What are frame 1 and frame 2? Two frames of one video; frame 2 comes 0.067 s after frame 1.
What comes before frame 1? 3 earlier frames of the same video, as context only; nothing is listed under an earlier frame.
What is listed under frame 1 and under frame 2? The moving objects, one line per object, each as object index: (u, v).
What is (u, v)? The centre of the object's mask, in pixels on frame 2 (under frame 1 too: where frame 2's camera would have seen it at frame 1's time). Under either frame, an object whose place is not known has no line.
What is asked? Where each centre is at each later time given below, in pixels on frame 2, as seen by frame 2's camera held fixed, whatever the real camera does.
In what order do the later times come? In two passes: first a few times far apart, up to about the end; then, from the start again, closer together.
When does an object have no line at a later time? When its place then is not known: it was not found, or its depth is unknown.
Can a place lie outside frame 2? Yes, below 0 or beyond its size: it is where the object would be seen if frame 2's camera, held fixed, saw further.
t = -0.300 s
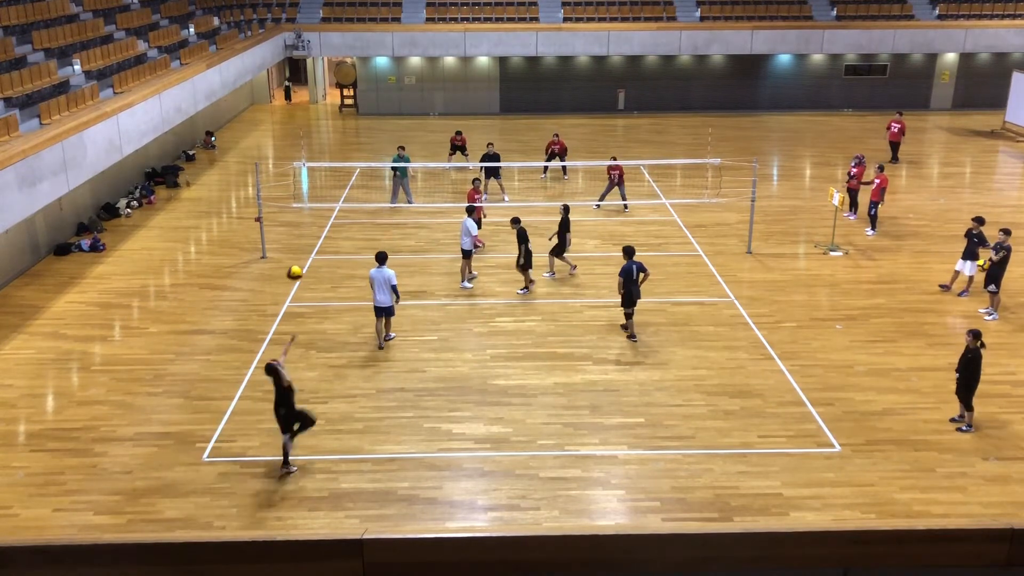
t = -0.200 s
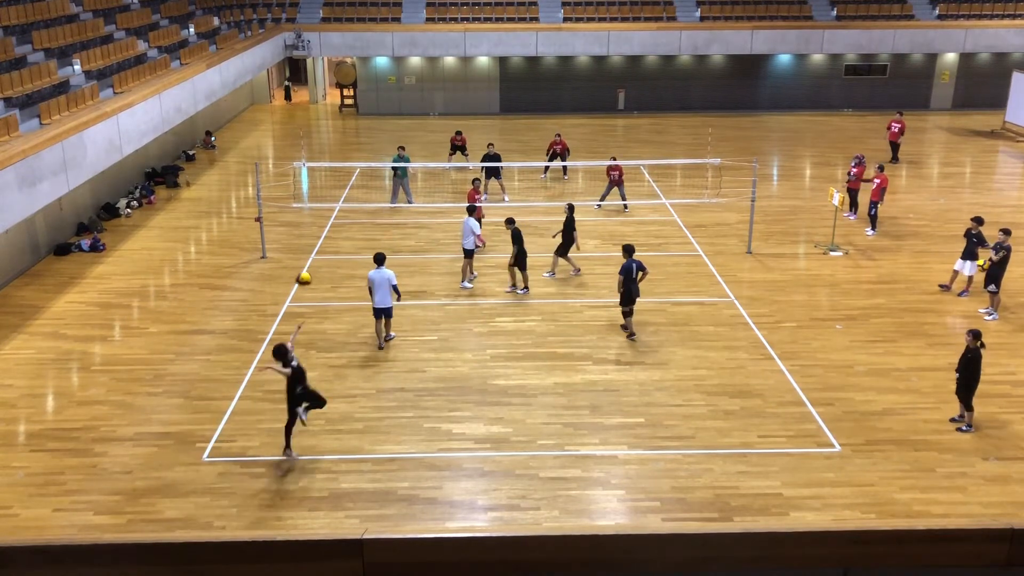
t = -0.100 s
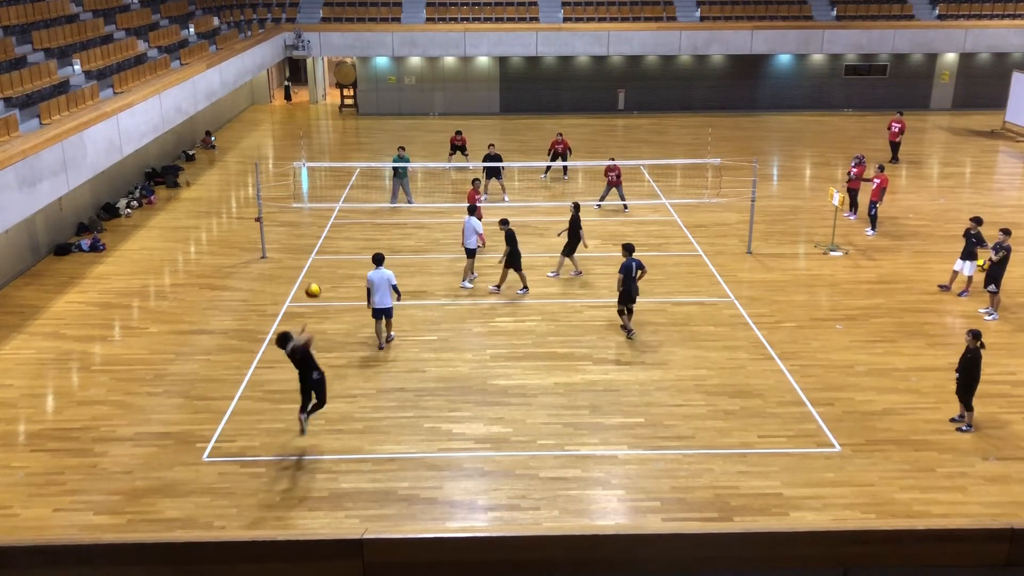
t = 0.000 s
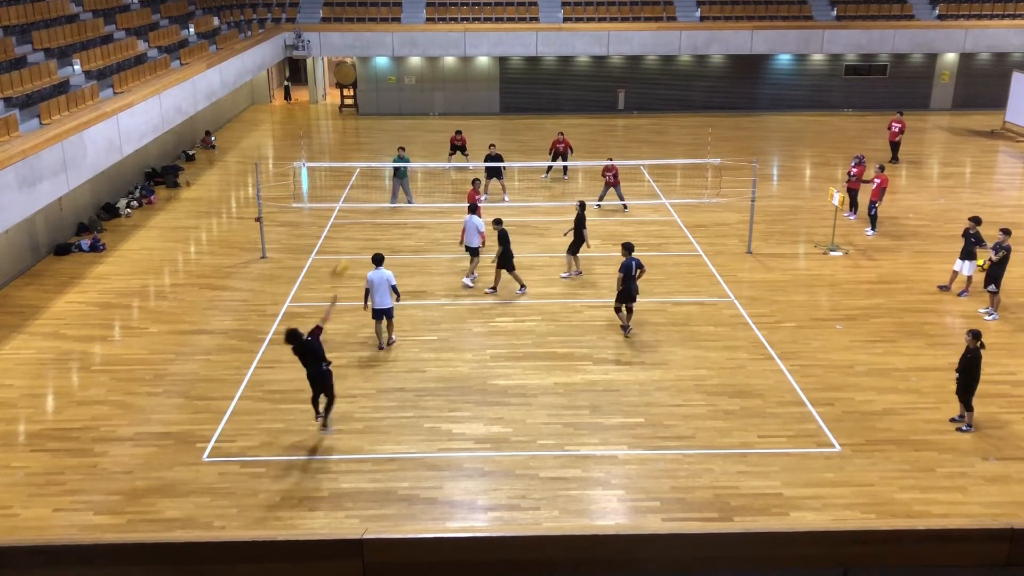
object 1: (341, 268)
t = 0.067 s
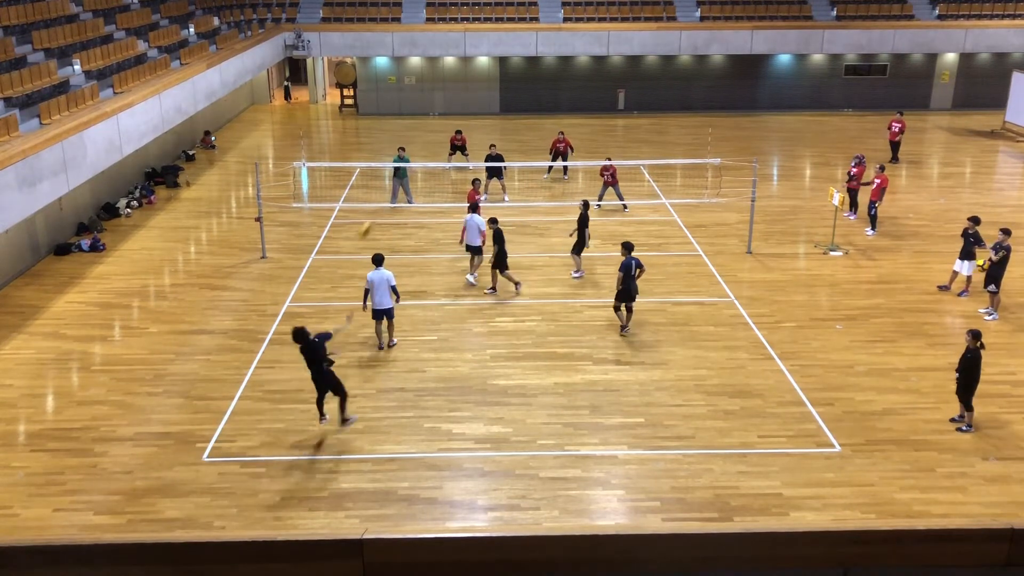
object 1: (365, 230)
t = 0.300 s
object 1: (431, 141)
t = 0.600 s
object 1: (483, 107)
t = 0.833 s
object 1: (509, 114)
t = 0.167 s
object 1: (398, 183)
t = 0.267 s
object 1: (423, 150)
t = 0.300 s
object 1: (431, 141)
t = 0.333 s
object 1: (437, 133)
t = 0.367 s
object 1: (443, 127)
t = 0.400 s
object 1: (450, 122)
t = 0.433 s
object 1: (457, 118)
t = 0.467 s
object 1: (463, 113)
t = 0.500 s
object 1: (468, 111)
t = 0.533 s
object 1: (473, 110)
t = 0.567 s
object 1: (478, 108)
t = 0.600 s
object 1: (483, 107)
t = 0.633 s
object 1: (487, 107)
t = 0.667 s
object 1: (491, 107)
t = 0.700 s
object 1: (495, 108)
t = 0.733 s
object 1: (499, 109)
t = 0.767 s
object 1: (502, 111)
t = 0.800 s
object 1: (506, 112)
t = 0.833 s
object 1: (509, 114)
